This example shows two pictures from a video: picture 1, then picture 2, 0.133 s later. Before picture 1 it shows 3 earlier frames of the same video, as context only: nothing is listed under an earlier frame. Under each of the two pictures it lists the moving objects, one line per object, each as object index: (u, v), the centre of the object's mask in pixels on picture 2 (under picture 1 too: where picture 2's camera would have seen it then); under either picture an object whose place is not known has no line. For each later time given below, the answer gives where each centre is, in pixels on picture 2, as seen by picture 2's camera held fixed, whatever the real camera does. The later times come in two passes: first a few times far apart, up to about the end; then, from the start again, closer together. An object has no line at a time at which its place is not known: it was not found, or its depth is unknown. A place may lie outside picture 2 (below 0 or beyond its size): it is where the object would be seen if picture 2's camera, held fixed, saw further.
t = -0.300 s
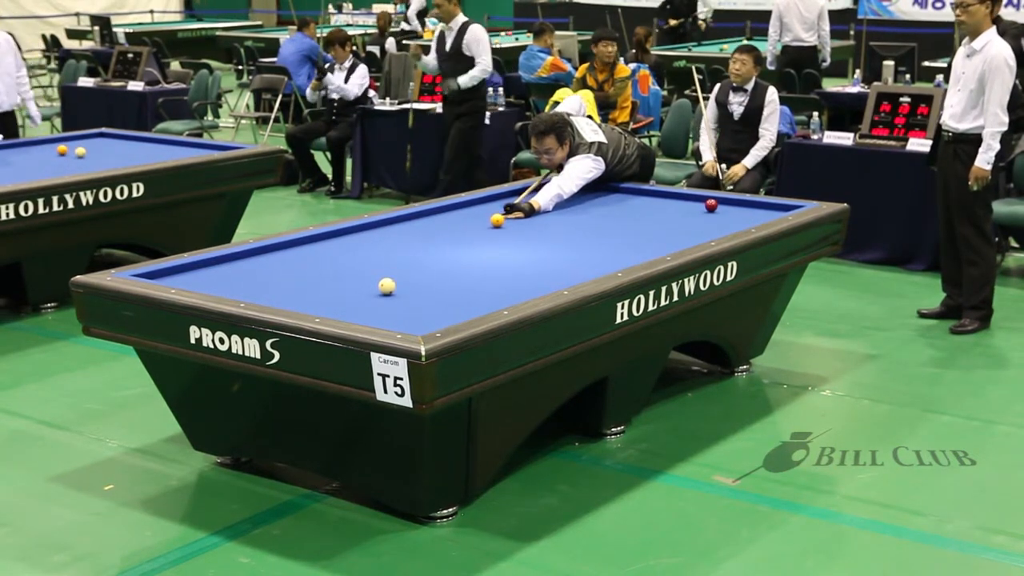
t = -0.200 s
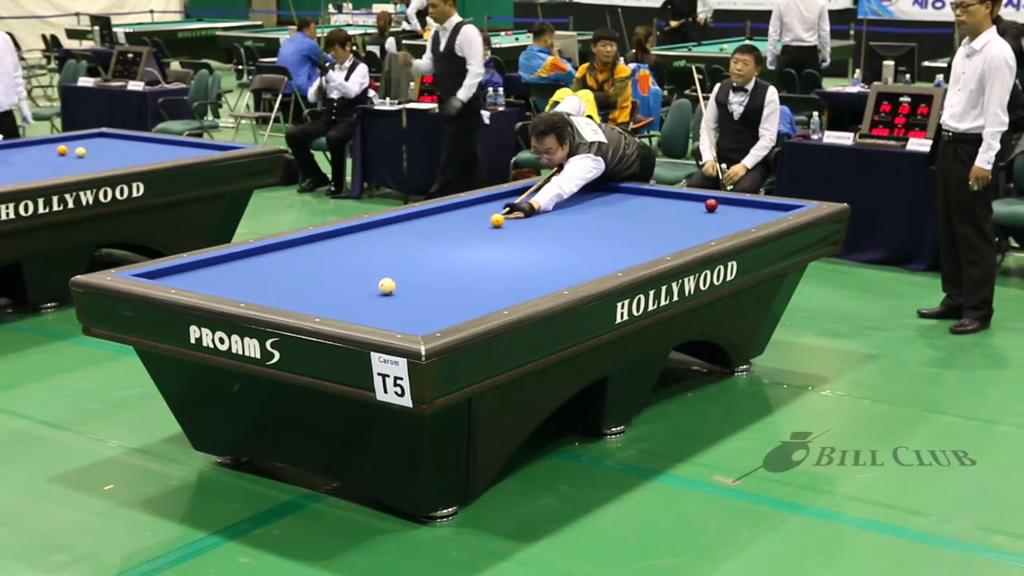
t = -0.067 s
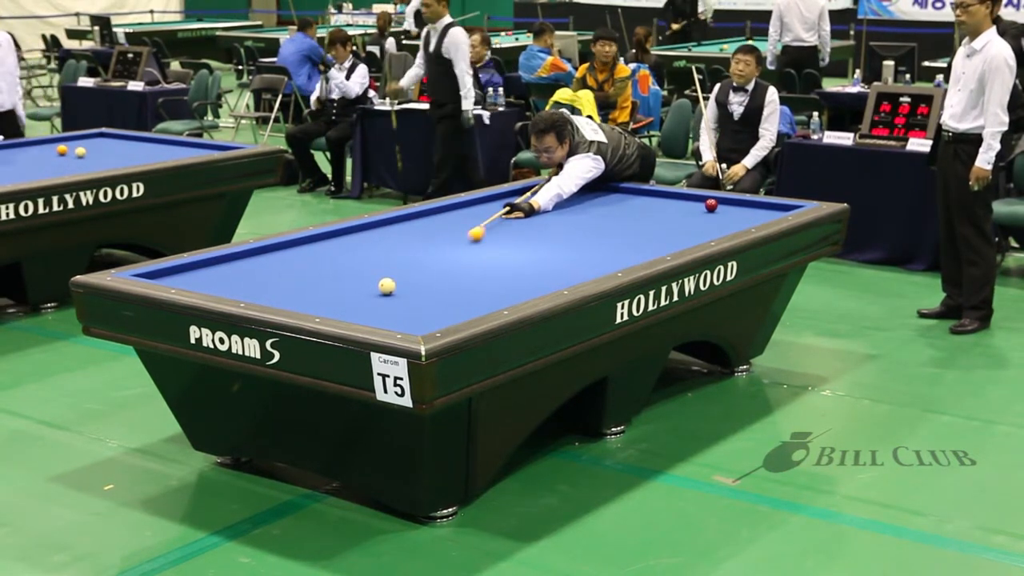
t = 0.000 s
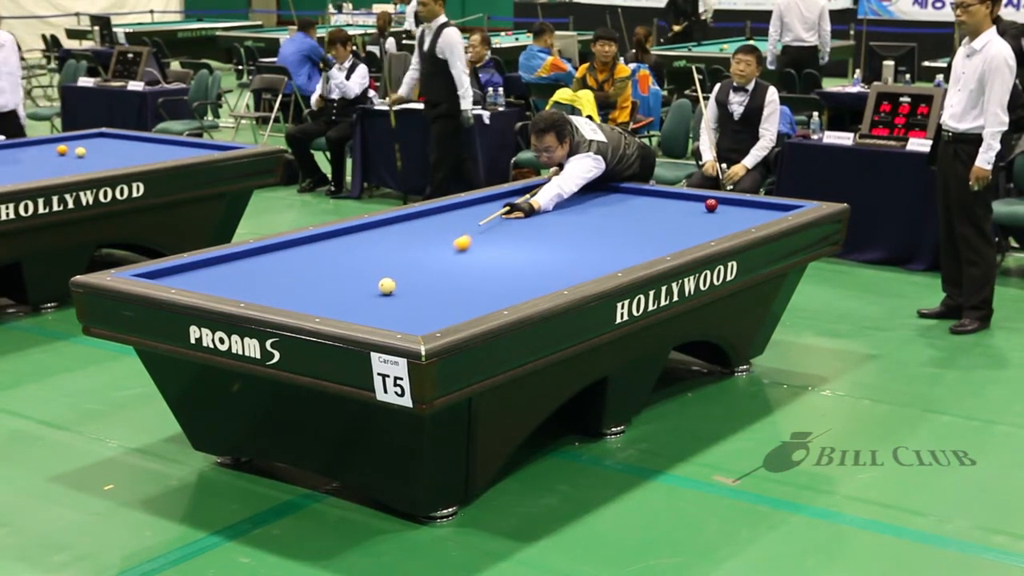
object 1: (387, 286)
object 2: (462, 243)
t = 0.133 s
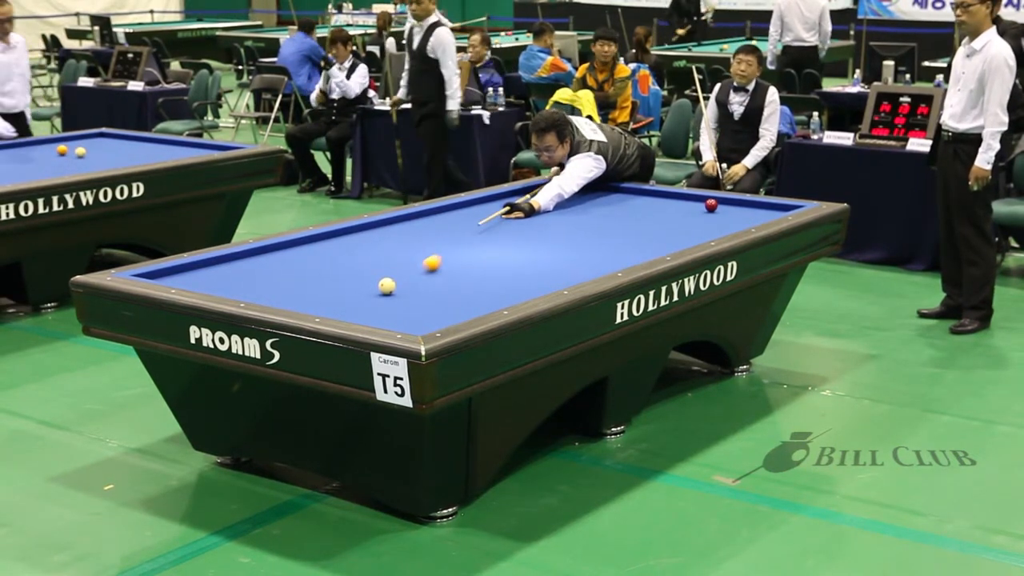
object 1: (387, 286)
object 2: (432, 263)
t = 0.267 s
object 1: (383, 286)
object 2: (403, 284)
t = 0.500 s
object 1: (286, 301)
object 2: (446, 305)
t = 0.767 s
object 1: (338, 285)
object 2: (378, 319)
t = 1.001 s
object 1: (373, 273)
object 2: (368, 298)
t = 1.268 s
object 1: (409, 260)
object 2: (356, 279)
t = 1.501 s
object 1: (438, 250)
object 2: (346, 264)
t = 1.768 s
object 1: (468, 239)
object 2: (336, 248)
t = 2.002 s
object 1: (493, 231)
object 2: (328, 236)
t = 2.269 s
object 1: (518, 221)
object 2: (376, 231)
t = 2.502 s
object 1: (540, 214)
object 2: (423, 227)
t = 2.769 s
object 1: (562, 206)
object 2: (473, 224)
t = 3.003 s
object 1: (580, 200)
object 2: (516, 221)
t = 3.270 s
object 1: (600, 193)
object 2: (563, 217)
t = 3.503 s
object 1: (615, 187)
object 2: (603, 214)
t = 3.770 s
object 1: (597, 191)
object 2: (646, 211)
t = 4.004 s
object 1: (583, 193)
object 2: (683, 208)
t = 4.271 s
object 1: (567, 197)
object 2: (717, 207)
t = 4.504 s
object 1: (554, 199)
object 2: (742, 208)
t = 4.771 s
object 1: (538, 202)
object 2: (769, 210)
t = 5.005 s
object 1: (524, 205)
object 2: (783, 209)
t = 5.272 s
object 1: (509, 208)
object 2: (773, 209)
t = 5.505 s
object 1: (496, 211)
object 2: (765, 208)
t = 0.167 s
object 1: (387, 286)
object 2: (424, 268)
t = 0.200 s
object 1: (387, 286)
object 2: (416, 273)
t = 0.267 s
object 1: (383, 286)
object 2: (403, 284)
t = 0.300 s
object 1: (367, 289)
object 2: (409, 286)
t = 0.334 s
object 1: (352, 292)
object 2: (416, 289)
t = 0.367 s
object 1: (336, 294)
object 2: (423, 292)
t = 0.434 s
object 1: (306, 299)
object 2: (435, 299)
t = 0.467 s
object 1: (291, 300)
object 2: (441, 302)
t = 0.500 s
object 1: (286, 301)
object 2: (446, 305)
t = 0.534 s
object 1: (294, 299)
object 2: (451, 309)
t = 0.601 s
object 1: (309, 296)
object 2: (457, 313)
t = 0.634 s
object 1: (316, 293)
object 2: (442, 316)
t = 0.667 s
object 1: (322, 291)
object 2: (425, 318)
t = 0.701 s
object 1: (328, 289)
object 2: (408, 319)
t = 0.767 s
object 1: (338, 285)
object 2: (378, 319)
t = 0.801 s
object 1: (343, 283)
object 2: (375, 316)
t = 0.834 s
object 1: (349, 281)
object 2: (374, 314)
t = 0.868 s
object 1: (353, 280)
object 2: (373, 311)
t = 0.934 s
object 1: (363, 276)
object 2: (370, 304)
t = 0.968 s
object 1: (368, 275)
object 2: (369, 301)
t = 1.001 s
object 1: (373, 273)
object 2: (368, 298)
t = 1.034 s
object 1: (378, 271)
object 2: (366, 295)
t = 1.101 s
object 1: (387, 268)
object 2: (363, 290)
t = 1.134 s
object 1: (392, 267)
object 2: (361, 288)
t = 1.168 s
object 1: (396, 265)
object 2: (360, 285)
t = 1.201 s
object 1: (400, 263)
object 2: (358, 283)
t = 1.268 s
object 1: (409, 260)
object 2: (356, 279)
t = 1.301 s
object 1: (413, 259)
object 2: (354, 276)
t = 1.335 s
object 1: (418, 257)
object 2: (353, 274)
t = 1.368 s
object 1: (422, 255)
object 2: (351, 272)
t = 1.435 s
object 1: (430, 253)
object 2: (348, 268)
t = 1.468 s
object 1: (434, 251)
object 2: (347, 266)
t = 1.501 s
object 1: (438, 250)
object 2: (346, 264)
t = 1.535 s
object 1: (442, 248)
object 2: (345, 261)
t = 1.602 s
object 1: (449, 246)
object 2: (342, 258)
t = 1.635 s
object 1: (453, 244)
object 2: (341, 256)
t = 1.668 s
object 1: (457, 243)
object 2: (339, 254)
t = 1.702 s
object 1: (461, 242)
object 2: (338, 252)
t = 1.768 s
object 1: (468, 239)
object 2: (336, 248)
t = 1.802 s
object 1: (472, 238)
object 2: (335, 246)
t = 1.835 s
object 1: (475, 237)
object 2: (333, 245)
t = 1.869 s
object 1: (479, 236)
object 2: (332, 243)
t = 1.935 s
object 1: (486, 233)
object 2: (330, 239)
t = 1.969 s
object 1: (489, 232)
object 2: (329, 237)
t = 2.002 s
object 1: (493, 231)
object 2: (328, 236)
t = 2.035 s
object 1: (496, 229)
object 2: (327, 235)
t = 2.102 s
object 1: (503, 227)
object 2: (340, 233)
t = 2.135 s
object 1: (506, 226)
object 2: (348, 232)
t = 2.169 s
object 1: (509, 225)
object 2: (356, 232)
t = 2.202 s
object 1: (512, 224)
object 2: (362, 231)
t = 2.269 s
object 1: (518, 221)
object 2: (376, 231)
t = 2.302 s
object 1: (522, 220)
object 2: (383, 230)
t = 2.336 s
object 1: (525, 219)
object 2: (390, 229)
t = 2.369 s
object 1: (528, 218)
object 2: (396, 229)
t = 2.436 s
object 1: (534, 216)
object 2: (410, 229)
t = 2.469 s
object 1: (537, 215)
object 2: (416, 228)
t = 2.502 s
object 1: (540, 214)
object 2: (423, 227)
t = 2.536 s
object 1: (542, 213)
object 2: (430, 227)
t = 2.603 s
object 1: (548, 211)
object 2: (442, 226)
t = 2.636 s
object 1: (551, 210)
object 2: (449, 226)
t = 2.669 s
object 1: (554, 209)
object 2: (455, 225)
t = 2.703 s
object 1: (556, 208)
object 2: (461, 225)
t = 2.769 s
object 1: (562, 206)
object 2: (473, 224)
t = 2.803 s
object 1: (565, 205)
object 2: (480, 223)
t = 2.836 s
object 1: (567, 204)
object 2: (486, 223)
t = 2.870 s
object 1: (570, 203)
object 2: (492, 222)
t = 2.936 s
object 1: (575, 202)
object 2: (504, 222)
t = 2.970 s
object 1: (578, 201)
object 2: (510, 221)
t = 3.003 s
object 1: (580, 200)
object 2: (516, 221)
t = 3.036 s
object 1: (583, 199)
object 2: (522, 220)
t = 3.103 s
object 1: (588, 197)
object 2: (534, 219)
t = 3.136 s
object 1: (590, 196)
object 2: (540, 219)
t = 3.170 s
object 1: (593, 196)
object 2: (546, 219)
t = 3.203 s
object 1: (595, 195)
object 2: (552, 218)
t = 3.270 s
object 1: (600, 193)
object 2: (563, 217)
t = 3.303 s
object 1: (602, 192)
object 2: (569, 217)
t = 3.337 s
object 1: (604, 191)
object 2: (575, 217)
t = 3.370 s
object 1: (607, 190)
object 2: (580, 216)
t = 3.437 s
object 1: (611, 189)
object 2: (592, 215)
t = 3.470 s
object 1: (613, 188)
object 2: (597, 215)
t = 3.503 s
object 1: (615, 187)
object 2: (603, 214)
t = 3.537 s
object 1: (613, 188)
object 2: (608, 214)
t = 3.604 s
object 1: (608, 189)
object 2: (619, 213)
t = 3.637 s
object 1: (606, 189)
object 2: (625, 213)
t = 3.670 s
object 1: (604, 190)
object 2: (630, 212)
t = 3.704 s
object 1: (602, 190)
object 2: (636, 212)
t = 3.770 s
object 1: (597, 191)
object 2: (646, 211)
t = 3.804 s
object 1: (595, 191)
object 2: (651, 211)
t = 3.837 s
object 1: (593, 191)
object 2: (657, 210)
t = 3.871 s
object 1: (592, 192)
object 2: (662, 210)
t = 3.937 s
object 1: (587, 193)
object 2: (672, 209)
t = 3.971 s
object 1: (586, 193)
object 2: (678, 209)
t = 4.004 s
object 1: (583, 193)
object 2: (683, 208)
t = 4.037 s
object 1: (582, 194)
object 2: (688, 208)
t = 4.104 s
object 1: (577, 195)
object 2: (698, 207)
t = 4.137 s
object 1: (575, 195)
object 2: (703, 207)
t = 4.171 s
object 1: (573, 195)
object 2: (707, 207)
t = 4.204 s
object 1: (571, 196)
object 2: (711, 207)
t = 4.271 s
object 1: (567, 197)
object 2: (717, 207)
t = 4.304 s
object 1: (566, 197)
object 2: (721, 208)
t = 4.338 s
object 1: (563, 197)
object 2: (724, 207)
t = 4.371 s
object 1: (562, 198)
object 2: (728, 208)
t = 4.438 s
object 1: (557, 199)
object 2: (735, 208)
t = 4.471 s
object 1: (556, 199)
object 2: (738, 208)
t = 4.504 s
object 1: (554, 199)
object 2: (742, 208)
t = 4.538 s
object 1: (552, 200)
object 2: (745, 209)
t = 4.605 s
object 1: (548, 200)
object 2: (752, 209)
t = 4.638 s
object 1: (546, 201)
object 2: (755, 209)
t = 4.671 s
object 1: (544, 201)
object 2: (759, 209)
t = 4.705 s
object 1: (542, 202)
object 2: (762, 209)
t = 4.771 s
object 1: (538, 202)
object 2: (769, 210)
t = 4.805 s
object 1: (536, 203)
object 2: (772, 210)
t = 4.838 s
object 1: (534, 203)
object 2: (775, 209)
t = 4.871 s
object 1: (532, 204)
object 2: (779, 209)
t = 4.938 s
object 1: (528, 204)
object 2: (785, 209)
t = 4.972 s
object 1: (526, 205)
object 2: (785, 209)
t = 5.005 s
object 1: (524, 205)
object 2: (783, 209)
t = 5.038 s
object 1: (522, 205)
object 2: (781, 209)
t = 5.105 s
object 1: (518, 206)
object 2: (779, 209)
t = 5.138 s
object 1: (516, 206)
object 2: (778, 209)
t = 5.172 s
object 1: (515, 207)
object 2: (777, 209)
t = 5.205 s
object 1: (513, 207)
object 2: (775, 209)
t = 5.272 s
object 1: (509, 208)
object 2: (773, 209)
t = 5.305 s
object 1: (507, 208)
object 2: (771, 209)
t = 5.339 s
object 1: (505, 209)
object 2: (770, 208)
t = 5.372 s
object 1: (503, 209)
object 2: (769, 209)
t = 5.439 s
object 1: (499, 210)
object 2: (767, 208)
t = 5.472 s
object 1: (497, 210)
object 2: (765, 208)
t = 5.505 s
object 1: (496, 211)
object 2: (765, 208)
